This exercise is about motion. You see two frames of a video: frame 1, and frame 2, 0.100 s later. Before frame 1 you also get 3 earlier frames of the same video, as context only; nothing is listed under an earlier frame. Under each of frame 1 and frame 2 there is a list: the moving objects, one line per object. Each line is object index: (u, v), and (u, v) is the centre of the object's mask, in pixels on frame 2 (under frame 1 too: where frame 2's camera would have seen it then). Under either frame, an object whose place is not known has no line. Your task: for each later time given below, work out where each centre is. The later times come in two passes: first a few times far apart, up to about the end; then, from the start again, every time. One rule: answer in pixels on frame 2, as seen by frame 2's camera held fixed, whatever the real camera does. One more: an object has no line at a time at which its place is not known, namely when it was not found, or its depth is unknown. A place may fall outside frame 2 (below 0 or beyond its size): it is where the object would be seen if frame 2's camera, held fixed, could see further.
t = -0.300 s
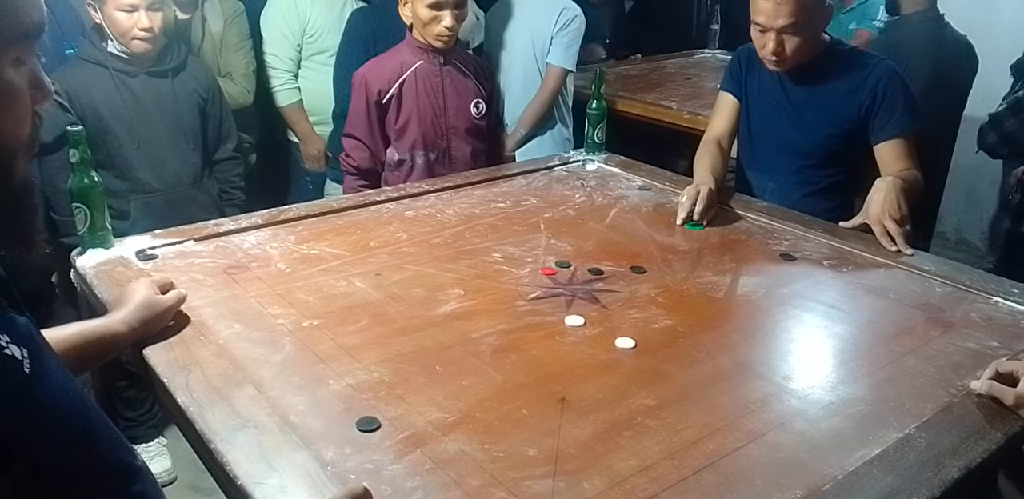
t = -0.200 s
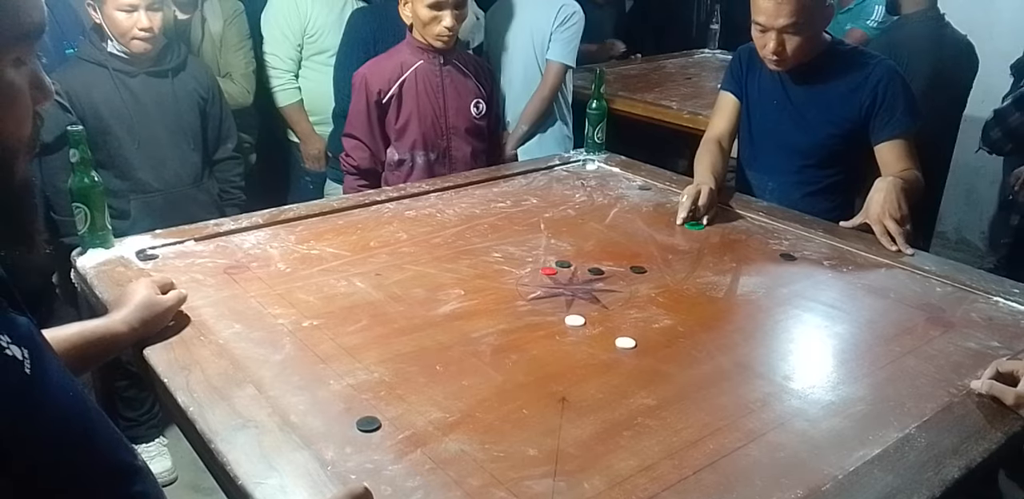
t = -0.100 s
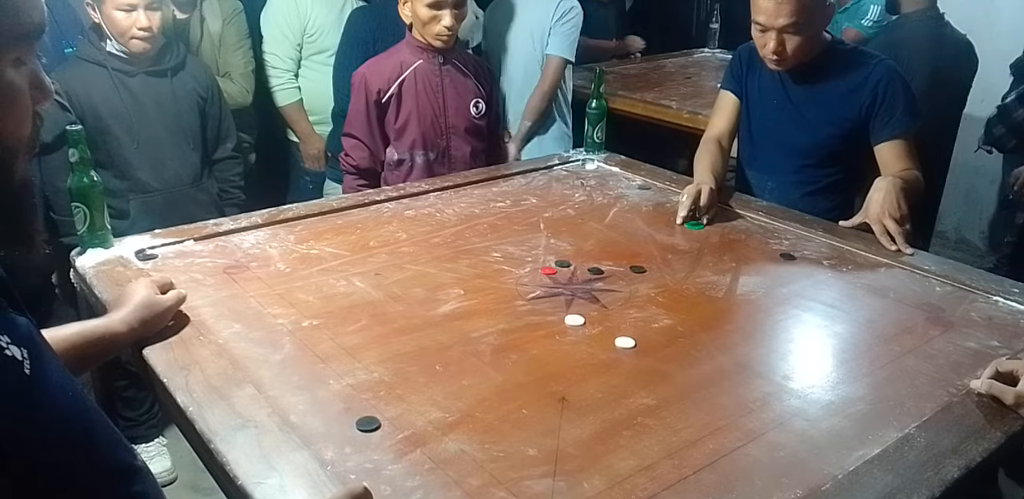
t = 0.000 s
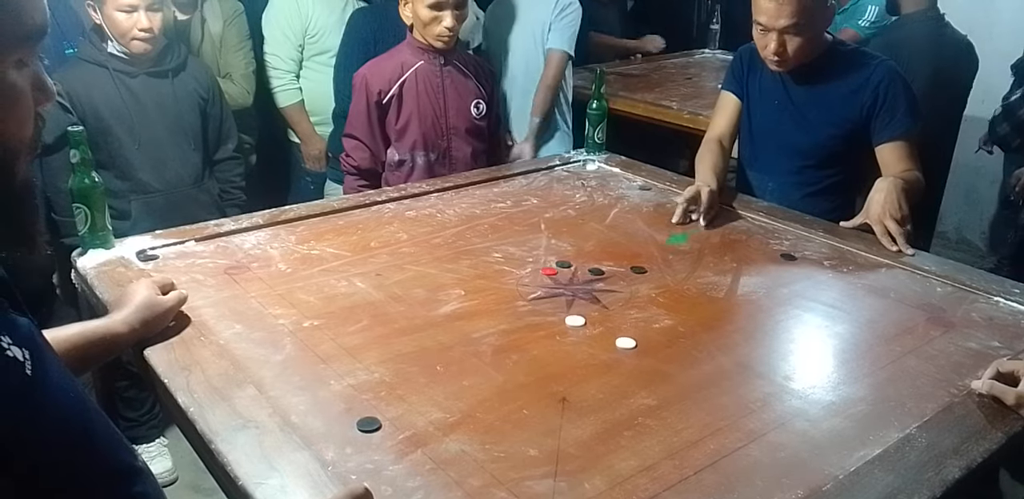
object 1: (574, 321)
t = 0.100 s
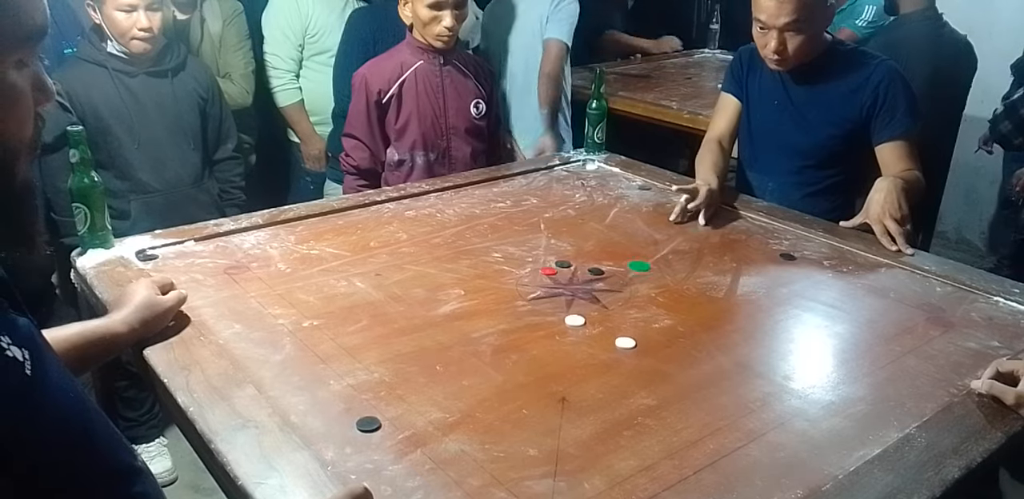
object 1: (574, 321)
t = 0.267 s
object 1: (481, 390)
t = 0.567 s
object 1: (511, 454)
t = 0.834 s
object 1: (657, 426)
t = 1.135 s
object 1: (721, 413)
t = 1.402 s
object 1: (723, 412)
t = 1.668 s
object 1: (723, 412)
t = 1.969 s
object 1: (723, 412)
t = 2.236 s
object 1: (723, 412)
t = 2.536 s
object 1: (724, 412)
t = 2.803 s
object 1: (724, 412)
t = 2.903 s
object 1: (724, 412)
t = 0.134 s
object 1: (575, 321)
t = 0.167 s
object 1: (562, 329)
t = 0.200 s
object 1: (537, 347)
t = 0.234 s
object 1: (509, 368)
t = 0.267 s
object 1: (481, 390)
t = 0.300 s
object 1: (451, 412)
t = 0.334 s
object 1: (418, 436)
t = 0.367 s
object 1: (383, 462)
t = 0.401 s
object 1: (367, 480)
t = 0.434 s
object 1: (395, 477)
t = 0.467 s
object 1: (428, 471)
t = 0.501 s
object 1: (458, 465)
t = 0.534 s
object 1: (485, 460)
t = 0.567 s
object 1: (511, 454)
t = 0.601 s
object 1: (534, 450)
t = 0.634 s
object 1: (556, 445)
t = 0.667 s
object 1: (577, 441)
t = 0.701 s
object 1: (595, 438)
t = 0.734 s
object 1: (613, 434)
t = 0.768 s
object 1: (629, 431)
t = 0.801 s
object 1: (644, 428)
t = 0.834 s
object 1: (657, 426)
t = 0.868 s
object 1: (669, 423)
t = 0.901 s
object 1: (679, 421)
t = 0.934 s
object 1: (689, 420)
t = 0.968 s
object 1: (697, 418)
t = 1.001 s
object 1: (705, 417)
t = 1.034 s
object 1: (711, 415)
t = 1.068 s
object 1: (715, 414)
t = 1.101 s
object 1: (719, 414)
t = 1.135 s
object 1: (721, 413)
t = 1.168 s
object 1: (723, 412)
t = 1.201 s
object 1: (723, 412)
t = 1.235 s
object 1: (723, 412)
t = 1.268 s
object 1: (723, 412)
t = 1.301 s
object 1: (723, 412)
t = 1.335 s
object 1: (723, 412)
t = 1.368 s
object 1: (723, 412)
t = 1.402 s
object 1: (723, 412)
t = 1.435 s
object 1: (723, 412)
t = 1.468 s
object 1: (723, 412)
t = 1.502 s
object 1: (723, 412)
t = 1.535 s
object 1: (723, 412)
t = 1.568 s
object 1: (723, 412)
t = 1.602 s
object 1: (723, 412)
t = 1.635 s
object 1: (723, 412)
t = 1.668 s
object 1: (723, 412)
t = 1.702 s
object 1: (723, 412)
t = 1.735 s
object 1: (723, 412)
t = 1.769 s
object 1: (723, 412)
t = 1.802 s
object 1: (723, 412)
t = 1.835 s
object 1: (723, 412)
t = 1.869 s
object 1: (723, 412)
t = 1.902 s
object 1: (723, 412)
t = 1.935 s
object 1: (723, 412)
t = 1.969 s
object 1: (723, 412)
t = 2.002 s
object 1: (723, 412)
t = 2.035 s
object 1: (723, 412)
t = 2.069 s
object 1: (723, 412)
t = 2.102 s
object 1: (723, 412)
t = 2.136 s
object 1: (723, 412)
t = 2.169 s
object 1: (723, 412)
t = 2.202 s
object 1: (723, 412)
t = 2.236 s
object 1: (723, 412)
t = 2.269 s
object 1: (723, 412)
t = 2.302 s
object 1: (724, 412)
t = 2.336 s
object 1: (724, 412)
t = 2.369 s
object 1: (723, 412)
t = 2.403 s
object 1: (724, 412)
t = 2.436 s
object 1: (724, 412)
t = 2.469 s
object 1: (724, 412)
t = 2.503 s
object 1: (724, 412)
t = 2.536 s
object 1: (724, 412)
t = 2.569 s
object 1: (724, 412)
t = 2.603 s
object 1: (724, 412)
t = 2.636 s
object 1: (724, 412)
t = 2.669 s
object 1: (724, 412)
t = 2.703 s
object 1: (724, 412)
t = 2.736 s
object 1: (724, 412)
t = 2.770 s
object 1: (724, 412)
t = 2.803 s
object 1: (724, 412)
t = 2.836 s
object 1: (724, 412)
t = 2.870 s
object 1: (723, 412)
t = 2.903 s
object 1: (724, 412)
